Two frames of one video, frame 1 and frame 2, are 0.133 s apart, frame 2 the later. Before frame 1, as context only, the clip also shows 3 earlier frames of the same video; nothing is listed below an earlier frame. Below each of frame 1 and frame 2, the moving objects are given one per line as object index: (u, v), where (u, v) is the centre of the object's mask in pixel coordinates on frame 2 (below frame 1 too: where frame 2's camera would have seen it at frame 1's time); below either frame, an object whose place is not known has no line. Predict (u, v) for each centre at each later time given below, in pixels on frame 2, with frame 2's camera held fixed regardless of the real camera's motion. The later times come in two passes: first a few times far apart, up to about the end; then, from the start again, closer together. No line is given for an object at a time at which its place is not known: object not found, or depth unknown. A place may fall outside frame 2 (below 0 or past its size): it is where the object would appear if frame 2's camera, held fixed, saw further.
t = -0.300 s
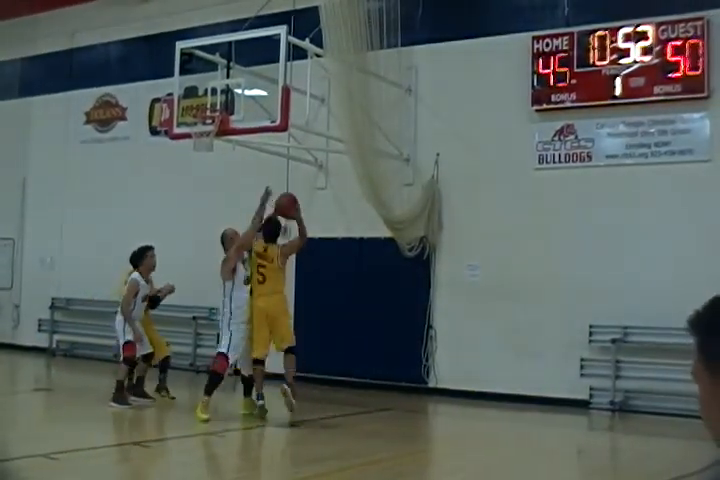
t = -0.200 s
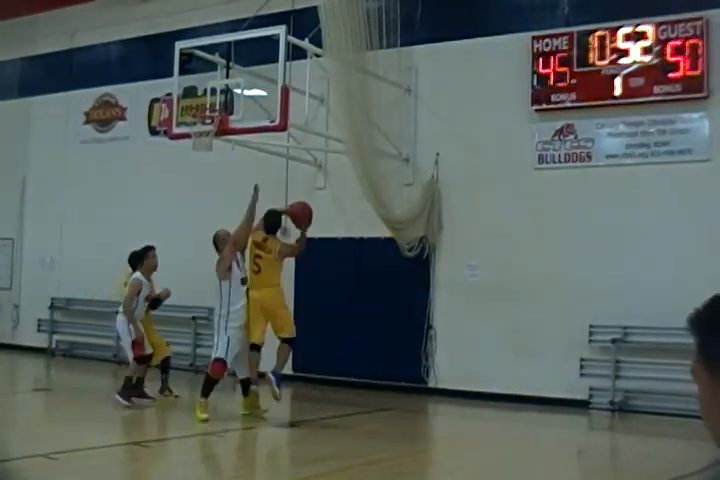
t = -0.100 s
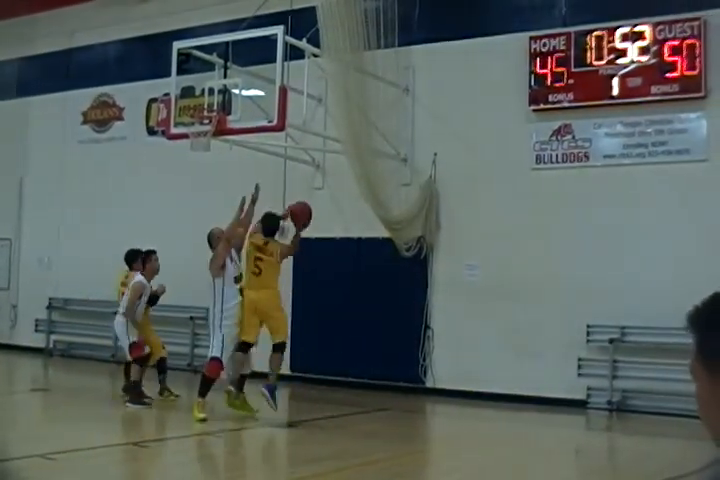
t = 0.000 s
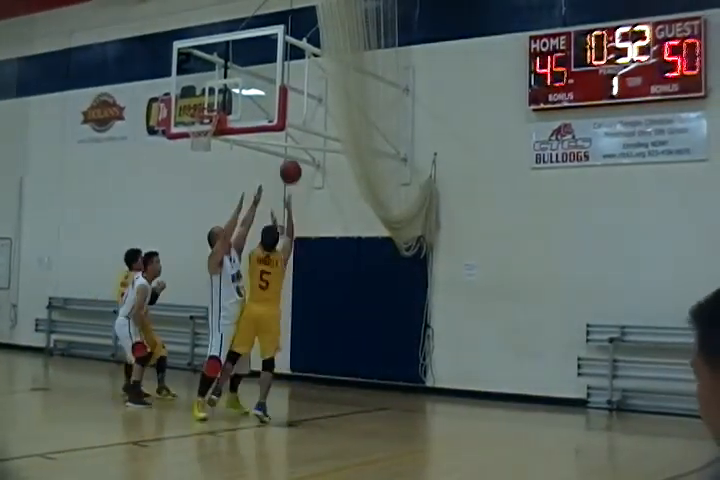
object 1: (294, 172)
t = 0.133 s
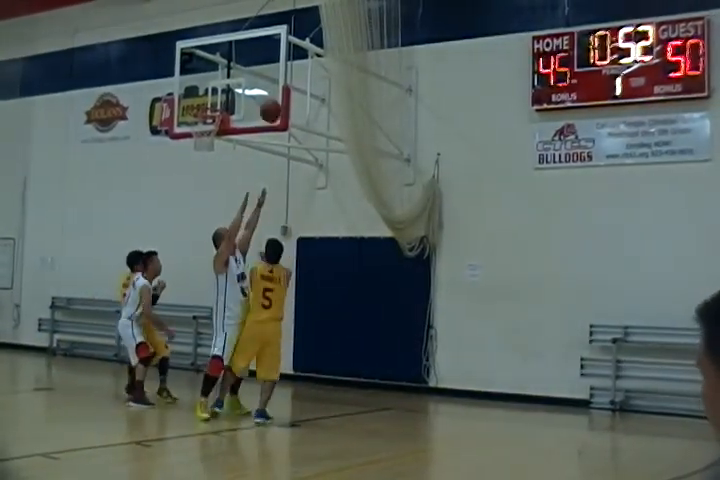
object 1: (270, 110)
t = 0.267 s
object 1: (248, 71)
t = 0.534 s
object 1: (208, 47)
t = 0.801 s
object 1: (168, 86)
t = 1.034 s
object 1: (132, 162)
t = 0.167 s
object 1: (265, 99)
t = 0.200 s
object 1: (259, 88)
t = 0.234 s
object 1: (254, 78)
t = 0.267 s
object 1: (248, 71)
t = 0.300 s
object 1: (243, 63)
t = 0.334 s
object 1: (235, 57)
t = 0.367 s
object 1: (231, 53)
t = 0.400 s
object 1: (227, 51)
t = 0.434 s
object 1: (223, 49)
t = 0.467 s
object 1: (219, 46)
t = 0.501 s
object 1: (213, 46)
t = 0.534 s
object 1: (208, 47)
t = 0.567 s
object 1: (202, 48)
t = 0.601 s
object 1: (198, 51)
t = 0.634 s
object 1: (191, 55)
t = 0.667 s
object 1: (187, 57)
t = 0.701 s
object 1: (182, 64)
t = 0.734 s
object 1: (178, 70)
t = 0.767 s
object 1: (173, 77)
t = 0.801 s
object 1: (168, 86)
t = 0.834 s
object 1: (162, 93)
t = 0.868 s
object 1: (156, 103)
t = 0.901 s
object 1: (152, 114)
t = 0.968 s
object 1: (143, 137)
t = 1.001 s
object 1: (137, 149)
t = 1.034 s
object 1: (132, 162)
